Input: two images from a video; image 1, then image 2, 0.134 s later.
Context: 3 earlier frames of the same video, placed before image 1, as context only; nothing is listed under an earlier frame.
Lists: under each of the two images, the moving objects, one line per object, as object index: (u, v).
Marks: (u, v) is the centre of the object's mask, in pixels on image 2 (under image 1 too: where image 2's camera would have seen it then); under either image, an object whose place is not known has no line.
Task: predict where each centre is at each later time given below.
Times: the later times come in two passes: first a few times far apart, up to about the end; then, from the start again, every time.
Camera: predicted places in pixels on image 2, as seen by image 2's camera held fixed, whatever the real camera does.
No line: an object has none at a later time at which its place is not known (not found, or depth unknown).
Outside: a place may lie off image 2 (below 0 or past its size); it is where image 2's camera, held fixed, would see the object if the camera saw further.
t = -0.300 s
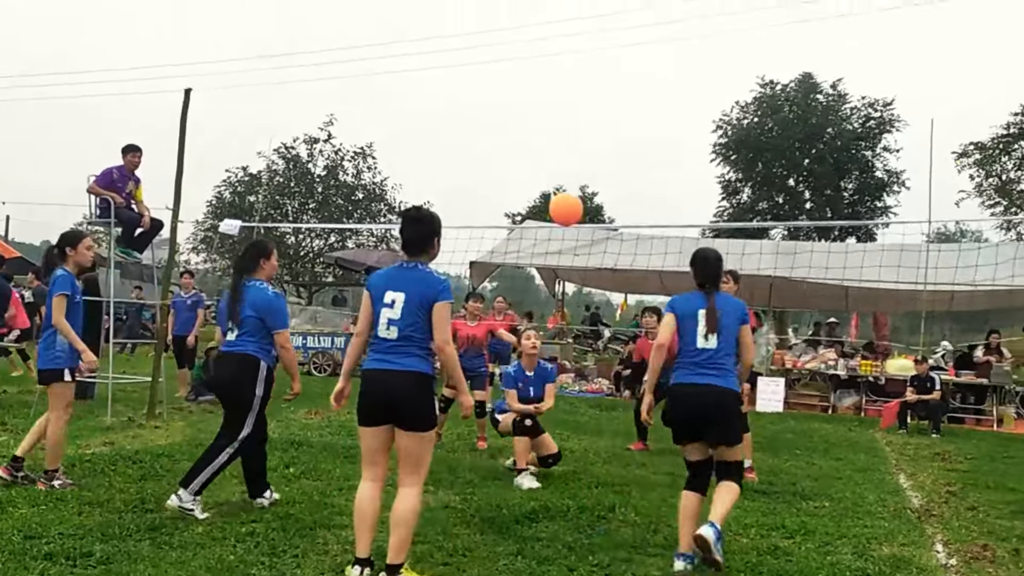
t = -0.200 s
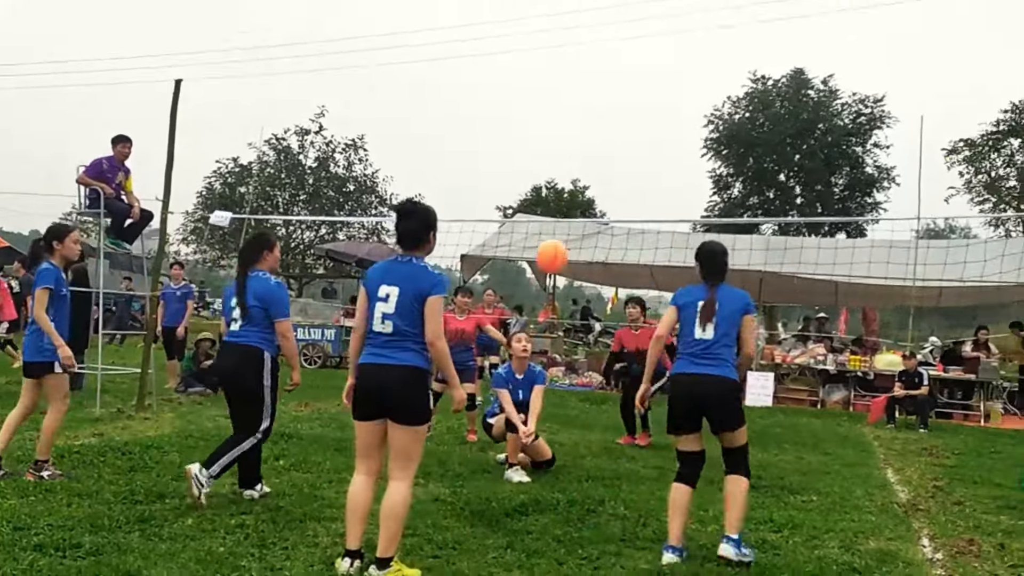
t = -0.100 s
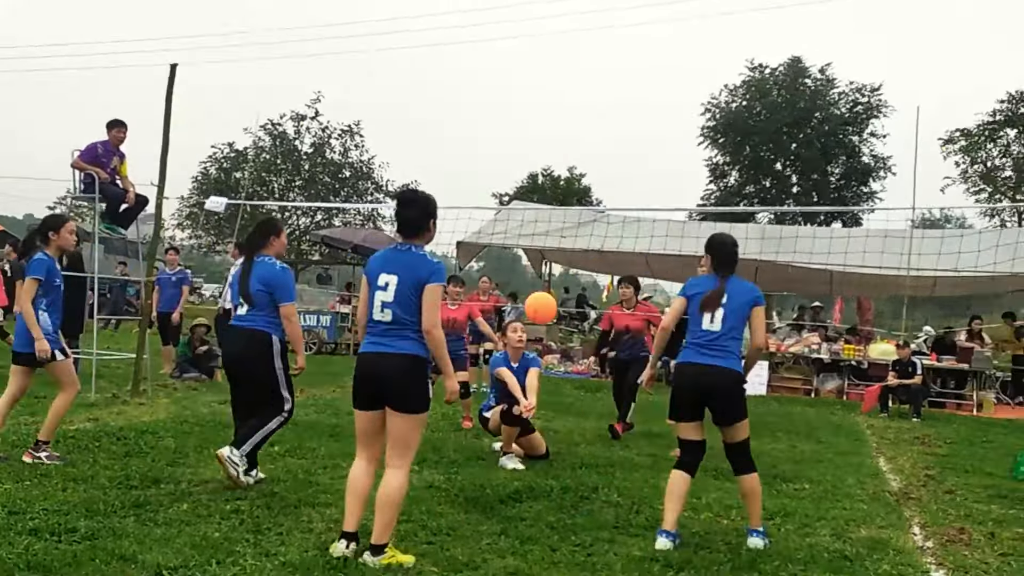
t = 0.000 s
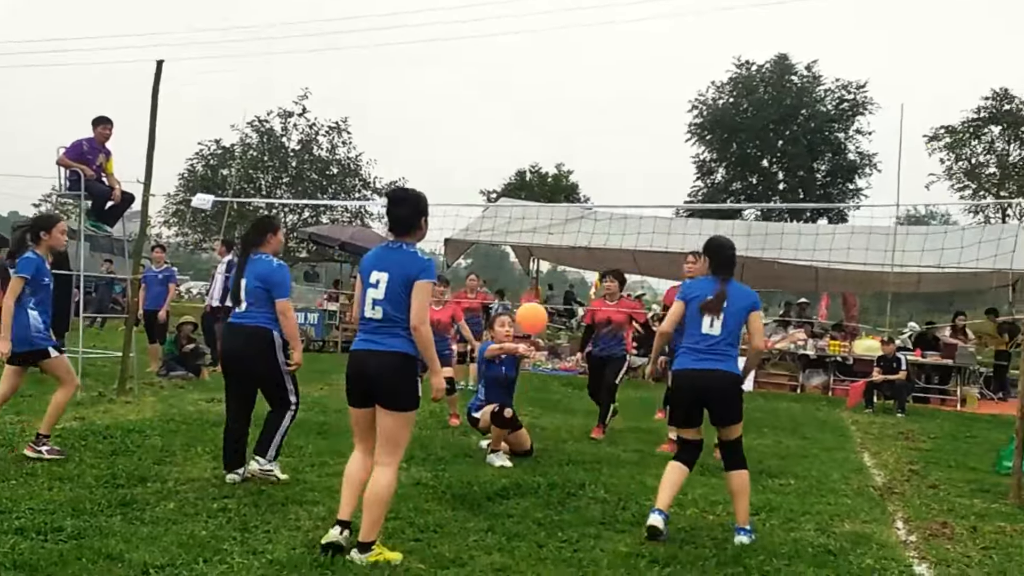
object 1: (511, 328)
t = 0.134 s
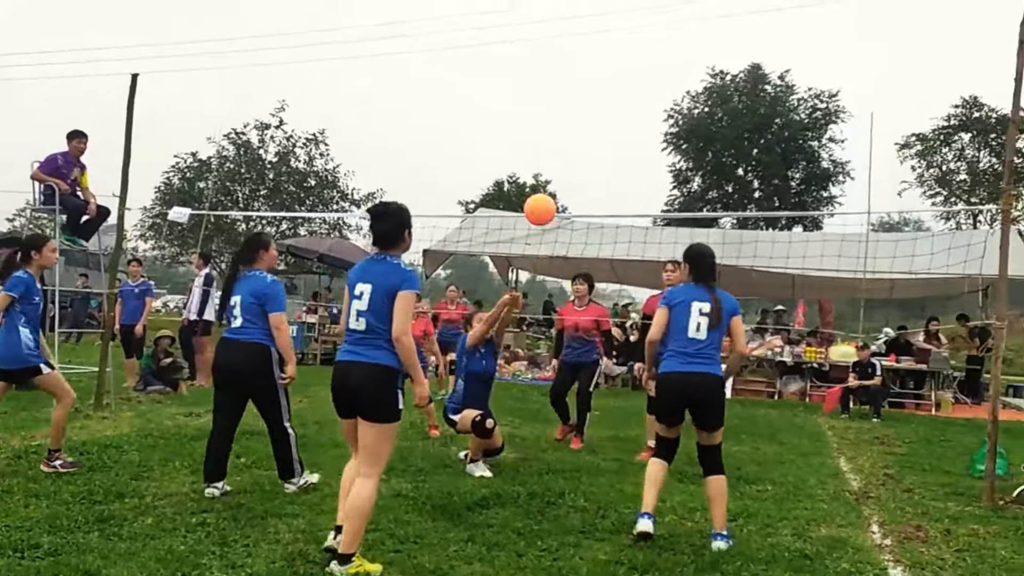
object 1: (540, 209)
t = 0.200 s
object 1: (553, 160)
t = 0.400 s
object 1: (586, 47)
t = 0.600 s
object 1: (614, -8)
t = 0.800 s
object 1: (640, -7)
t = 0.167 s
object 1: (546, 185)
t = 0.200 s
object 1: (553, 160)
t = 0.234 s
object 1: (559, 137)
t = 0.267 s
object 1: (564, 116)
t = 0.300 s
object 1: (570, 97)
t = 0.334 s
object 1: (575, 79)
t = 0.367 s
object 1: (581, 62)
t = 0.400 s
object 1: (586, 47)
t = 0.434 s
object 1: (591, 34)
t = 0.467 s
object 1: (595, 22)
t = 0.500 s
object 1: (600, 12)
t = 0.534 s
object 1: (605, 3)
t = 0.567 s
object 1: (609, -4)
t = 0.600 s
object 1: (614, -8)
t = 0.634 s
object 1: (618, -10)
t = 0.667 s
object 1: (623, -11)
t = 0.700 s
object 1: (627, -12)
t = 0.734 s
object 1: (632, -11)
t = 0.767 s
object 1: (636, -10)
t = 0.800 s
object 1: (640, -7)
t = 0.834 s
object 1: (647, 4)
